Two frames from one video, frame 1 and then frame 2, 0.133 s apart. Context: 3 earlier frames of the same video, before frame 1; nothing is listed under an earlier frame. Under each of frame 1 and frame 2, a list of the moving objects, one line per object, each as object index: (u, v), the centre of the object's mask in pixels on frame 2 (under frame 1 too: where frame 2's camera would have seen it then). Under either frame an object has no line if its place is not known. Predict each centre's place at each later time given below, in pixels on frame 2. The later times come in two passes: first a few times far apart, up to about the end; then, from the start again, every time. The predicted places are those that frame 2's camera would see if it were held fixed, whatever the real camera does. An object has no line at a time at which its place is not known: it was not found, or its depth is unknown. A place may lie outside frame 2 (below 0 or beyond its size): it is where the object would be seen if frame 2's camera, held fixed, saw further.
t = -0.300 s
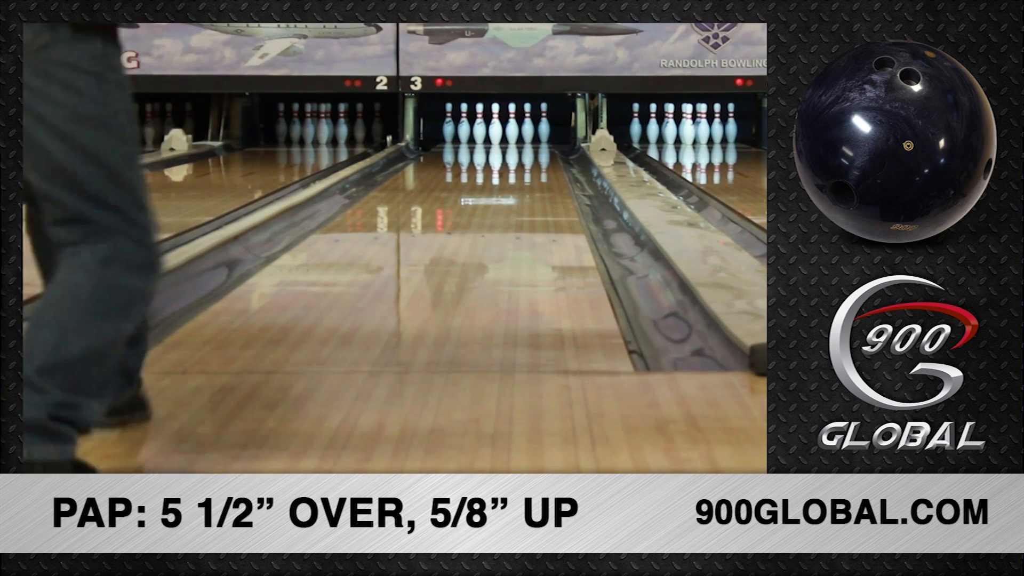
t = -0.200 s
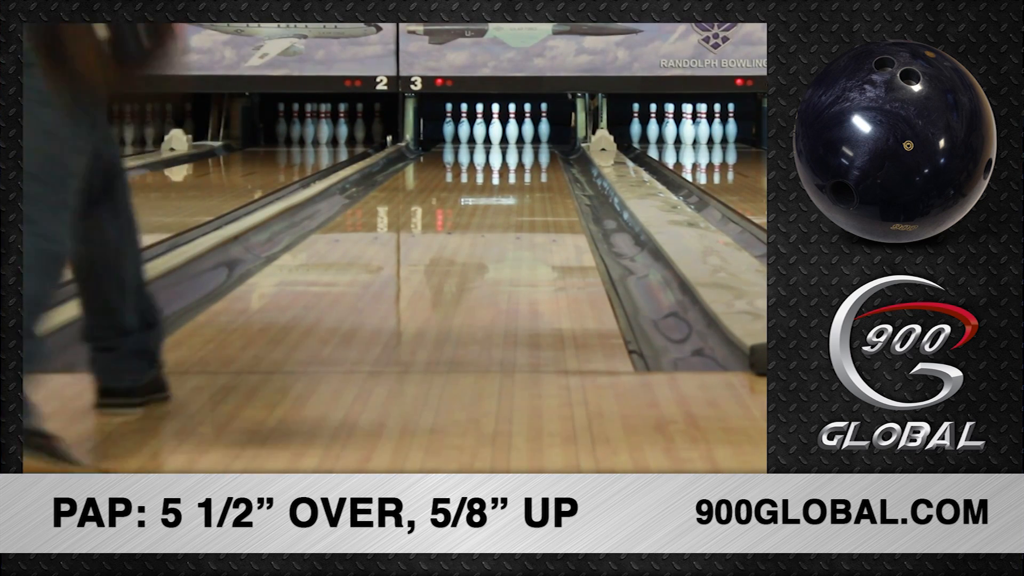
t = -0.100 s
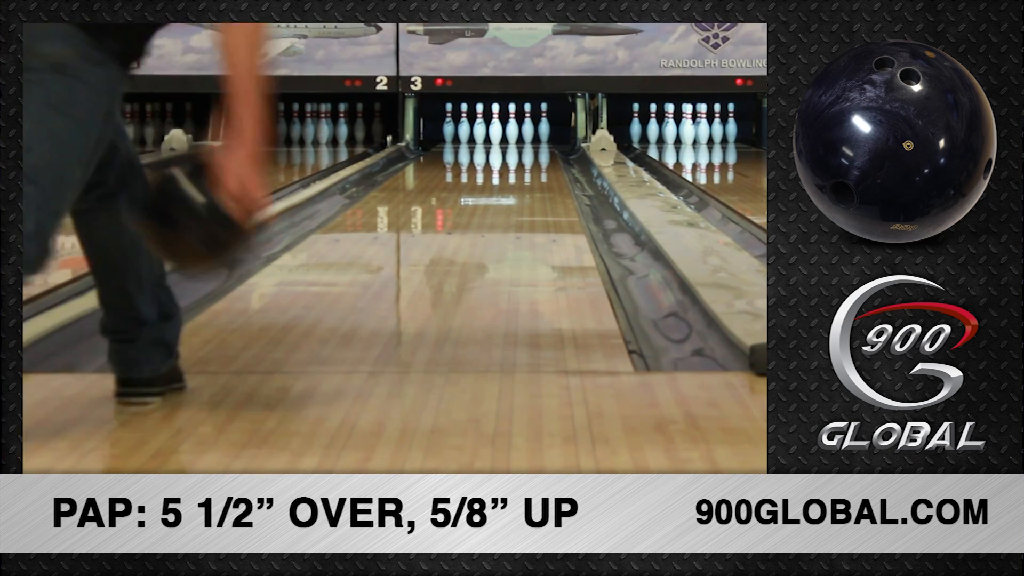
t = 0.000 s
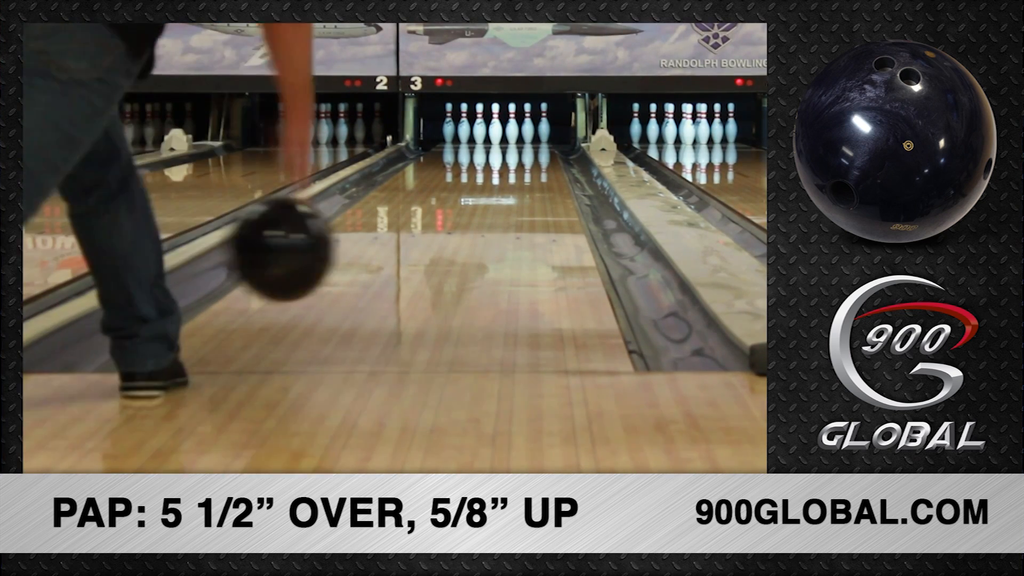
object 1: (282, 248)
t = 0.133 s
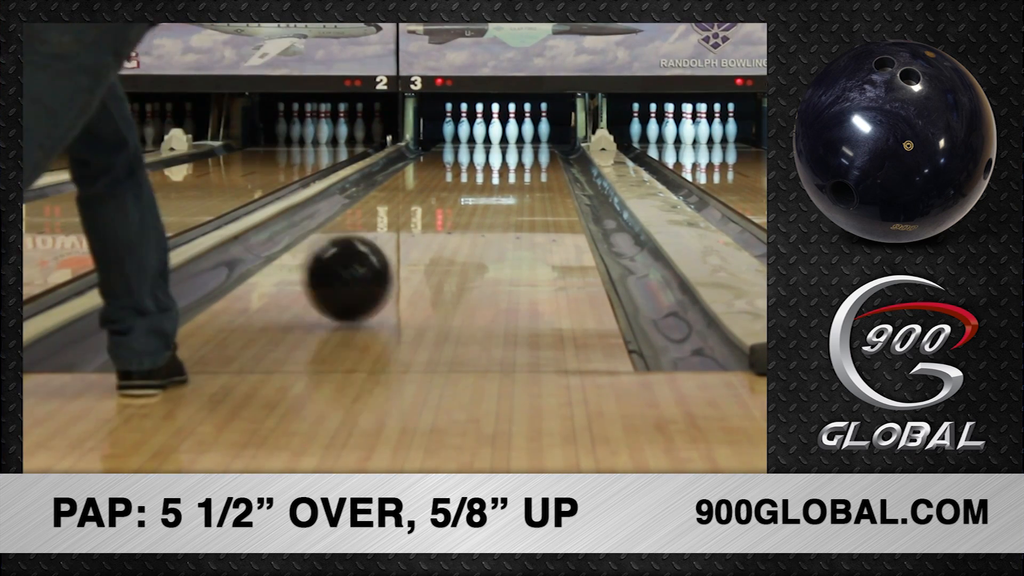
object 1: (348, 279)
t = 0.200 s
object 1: (374, 265)
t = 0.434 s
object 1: (436, 225)
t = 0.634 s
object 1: (469, 204)
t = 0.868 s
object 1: (496, 185)
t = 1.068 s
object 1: (513, 172)
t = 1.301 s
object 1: (526, 161)
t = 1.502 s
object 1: (533, 154)
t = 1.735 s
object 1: (535, 147)
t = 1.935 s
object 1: (532, 142)
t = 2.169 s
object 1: (522, 138)
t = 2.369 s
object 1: (508, 134)
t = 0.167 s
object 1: (362, 272)
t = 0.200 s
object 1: (374, 265)
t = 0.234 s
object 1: (385, 258)
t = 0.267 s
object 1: (395, 252)
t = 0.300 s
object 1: (404, 245)
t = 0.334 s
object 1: (412, 240)
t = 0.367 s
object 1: (421, 234)
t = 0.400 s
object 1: (428, 229)
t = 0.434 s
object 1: (436, 225)
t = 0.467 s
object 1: (442, 221)
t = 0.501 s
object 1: (448, 217)
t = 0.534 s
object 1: (454, 214)
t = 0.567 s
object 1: (459, 210)
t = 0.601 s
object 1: (464, 206)
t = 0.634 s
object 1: (469, 204)
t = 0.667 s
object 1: (473, 201)
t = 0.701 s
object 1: (478, 198)
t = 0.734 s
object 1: (482, 196)
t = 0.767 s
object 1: (486, 193)
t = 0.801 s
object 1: (489, 190)
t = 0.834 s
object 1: (493, 188)
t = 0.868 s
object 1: (496, 185)
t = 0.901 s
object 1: (499, 182)
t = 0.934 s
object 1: (503, 180)
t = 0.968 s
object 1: (505, 178)
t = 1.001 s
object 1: (507, 176)
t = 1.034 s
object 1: (510, 174)
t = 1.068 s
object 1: (513, 172)
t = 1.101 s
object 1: (515, 170)
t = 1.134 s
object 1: (518, 169)
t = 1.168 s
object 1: (519, 167)
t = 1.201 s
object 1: (521, 165)
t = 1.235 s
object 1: (522, 164)
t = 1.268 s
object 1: (525, 162)
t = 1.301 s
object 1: (526, 161)
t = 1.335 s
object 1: (528, 160)
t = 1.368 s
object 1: (529, 159)
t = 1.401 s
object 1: (530, 157)
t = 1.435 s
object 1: (531, 156)
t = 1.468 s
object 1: (532, 155)
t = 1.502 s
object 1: (533, 154)
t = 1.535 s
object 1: (534, 152)
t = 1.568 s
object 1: (534, 152)
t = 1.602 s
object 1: (535, 150)
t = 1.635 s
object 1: (535, 150)
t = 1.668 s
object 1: (535, 148)
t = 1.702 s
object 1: (535, 148)
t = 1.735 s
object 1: (535, 147)
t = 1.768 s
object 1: (535, 146)
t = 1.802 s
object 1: (535, 145)
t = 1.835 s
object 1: (534, 144)
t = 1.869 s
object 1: (534, 144)
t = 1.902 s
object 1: (533, 143)
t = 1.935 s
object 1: (532, 142)
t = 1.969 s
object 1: (531, 141)
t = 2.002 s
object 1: (530, 141)
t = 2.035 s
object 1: (529, 140)
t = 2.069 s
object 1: (528, 139)
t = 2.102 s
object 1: (526, 139)
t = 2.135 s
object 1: (524, 138)
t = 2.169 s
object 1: (522, 138)
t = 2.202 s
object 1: (520, 137)
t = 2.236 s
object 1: (517, 137)
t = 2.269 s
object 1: (515, 137)
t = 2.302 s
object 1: (513, 136)
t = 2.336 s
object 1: (510, 135)
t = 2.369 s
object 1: (508, 134)
